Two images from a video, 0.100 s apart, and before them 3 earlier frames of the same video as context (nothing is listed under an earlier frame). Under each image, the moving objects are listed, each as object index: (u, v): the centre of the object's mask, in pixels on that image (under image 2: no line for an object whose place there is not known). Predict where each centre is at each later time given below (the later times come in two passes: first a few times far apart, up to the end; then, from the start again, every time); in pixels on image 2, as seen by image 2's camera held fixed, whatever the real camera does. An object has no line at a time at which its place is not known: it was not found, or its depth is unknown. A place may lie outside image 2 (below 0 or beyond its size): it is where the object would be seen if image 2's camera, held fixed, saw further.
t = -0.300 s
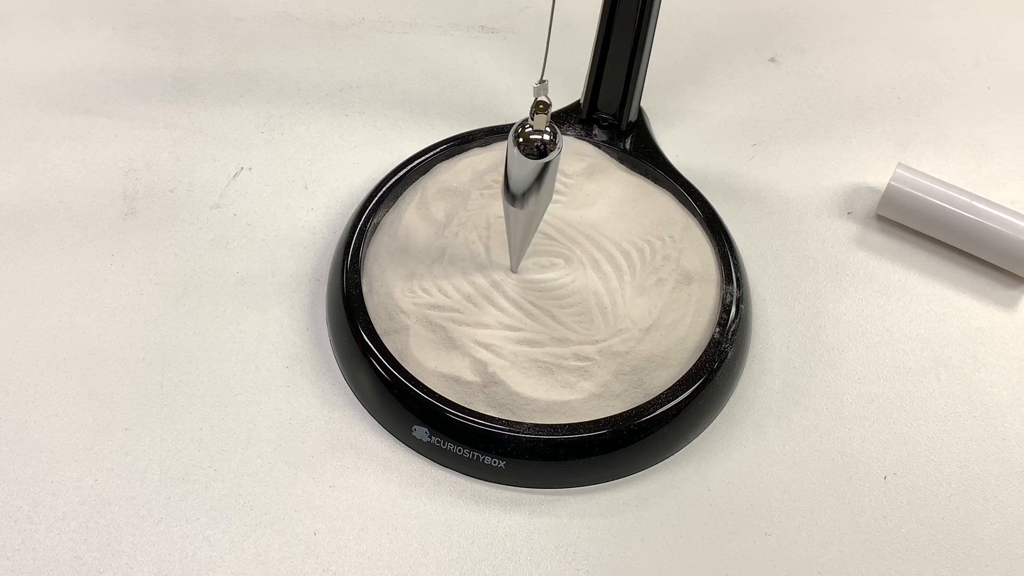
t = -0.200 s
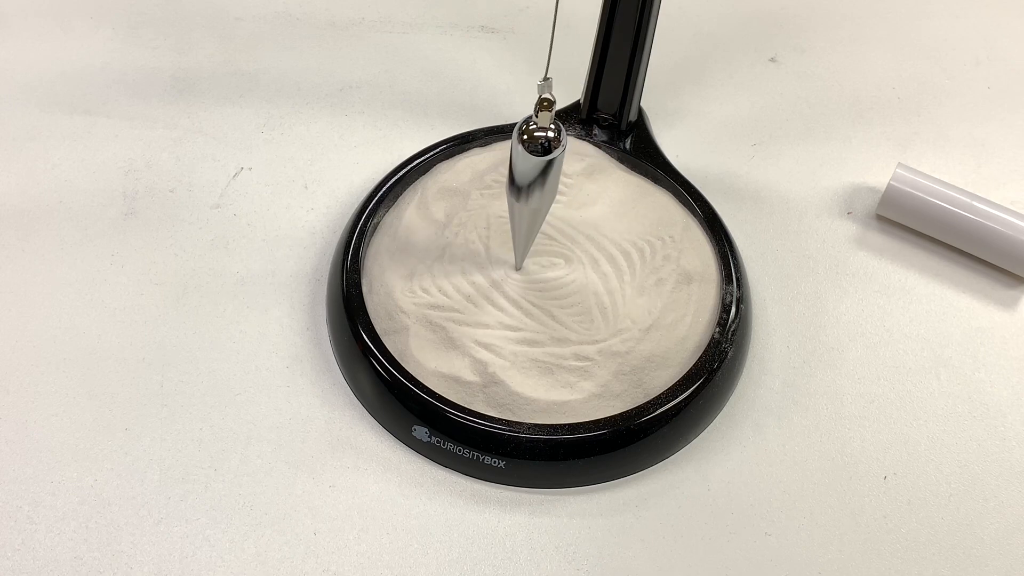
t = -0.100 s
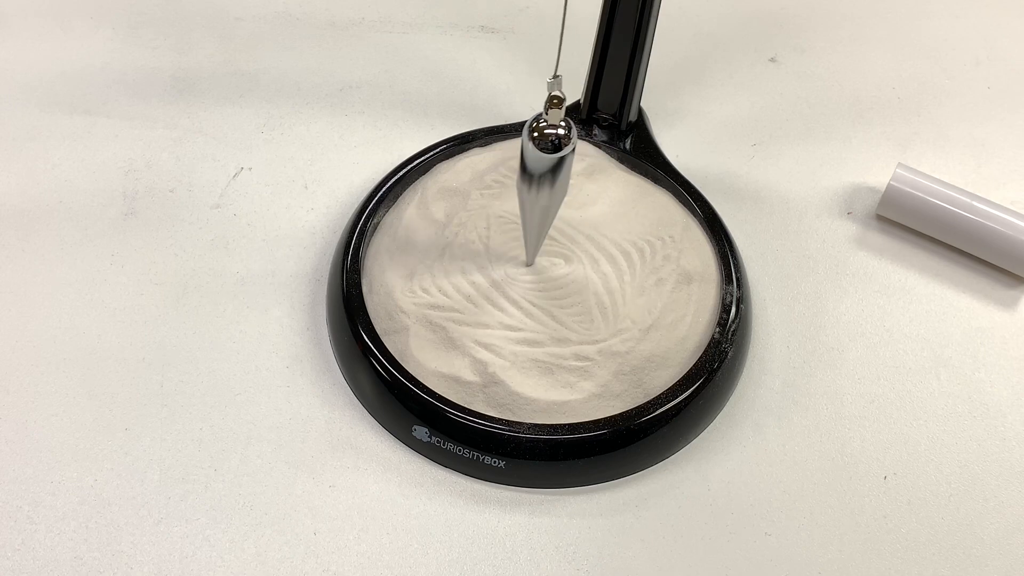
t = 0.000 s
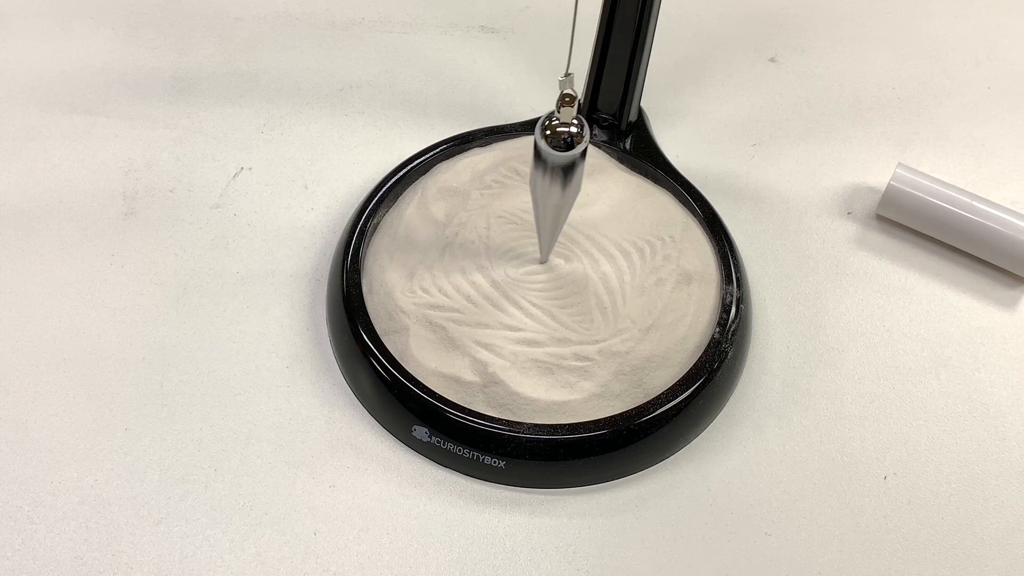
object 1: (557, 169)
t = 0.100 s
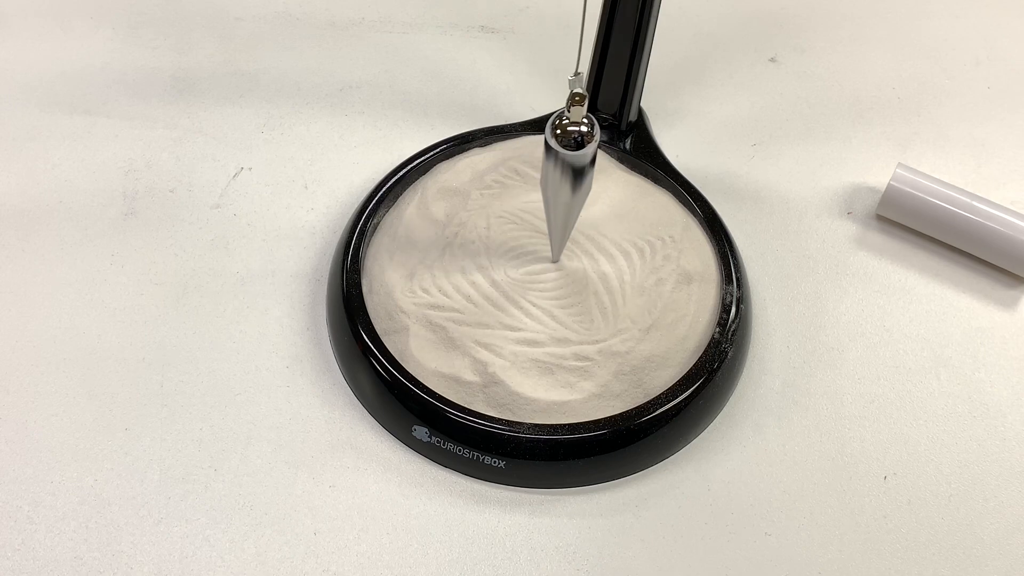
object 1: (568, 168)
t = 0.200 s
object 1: (572, 169)
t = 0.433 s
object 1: (558, 173)
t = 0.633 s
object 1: (538, 177)
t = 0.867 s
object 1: (541, 176)
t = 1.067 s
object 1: (560, 172)
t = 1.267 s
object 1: (568, 170)
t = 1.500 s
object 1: (553, 172)
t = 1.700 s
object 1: (540, 175)
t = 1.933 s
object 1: (546, 176)
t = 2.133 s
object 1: (560, 173)
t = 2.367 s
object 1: (562, 171)
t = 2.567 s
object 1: (550, 172)
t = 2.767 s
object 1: (542, 175)
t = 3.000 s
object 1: (550, 175)
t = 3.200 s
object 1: (560, 173)
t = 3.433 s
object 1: (558, 171)
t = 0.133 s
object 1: (570, 168)
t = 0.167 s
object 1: (572, 168)
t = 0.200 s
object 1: (572, 169)
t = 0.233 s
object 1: (572, 169)
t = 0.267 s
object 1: (571, 170)
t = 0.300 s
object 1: (570, 171)
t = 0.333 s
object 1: (567, 171)
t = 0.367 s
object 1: (565, 172)
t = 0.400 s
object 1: (561, 173)
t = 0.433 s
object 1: (558, 173)
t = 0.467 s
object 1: (554, 174)
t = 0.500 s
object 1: (550, 175)
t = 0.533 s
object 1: (547, 175)
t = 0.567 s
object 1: (543, 176)
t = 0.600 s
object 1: (541, 176)
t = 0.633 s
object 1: (538, 177)
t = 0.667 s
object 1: (536, 177)
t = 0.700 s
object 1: (535, 177)
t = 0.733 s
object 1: (535, 177)
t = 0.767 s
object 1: (535, 177)
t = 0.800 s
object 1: (537, 177)
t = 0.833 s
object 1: (538, 176)
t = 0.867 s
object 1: (541, 176)
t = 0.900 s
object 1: (544, 175)
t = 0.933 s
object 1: (547, 175)
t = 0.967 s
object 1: (550, 174)
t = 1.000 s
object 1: (553, 173)
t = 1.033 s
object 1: (556, 173)
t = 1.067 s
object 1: (560, 172)
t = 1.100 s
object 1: (562, 172)
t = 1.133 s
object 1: (565, 171)
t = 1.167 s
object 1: (566, 171)
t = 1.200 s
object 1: (567, 170)
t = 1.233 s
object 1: (568, 170)
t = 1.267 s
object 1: (568, 170)
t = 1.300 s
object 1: (567, 170)
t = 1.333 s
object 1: (565, 170)
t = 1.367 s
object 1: (564, 170)
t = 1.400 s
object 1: (561, 171)
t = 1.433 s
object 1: (559, 171)
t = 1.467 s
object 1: (556, 172)
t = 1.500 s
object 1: (553, 172)
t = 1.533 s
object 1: (550, 173)
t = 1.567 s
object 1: (547, 173)
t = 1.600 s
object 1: (545, 174)
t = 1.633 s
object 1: (543, 174)
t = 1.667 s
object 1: (541, 175)
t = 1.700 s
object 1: (540, 175)
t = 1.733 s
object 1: (539, 175)
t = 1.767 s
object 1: (539, 176)
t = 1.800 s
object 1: (539, 176)
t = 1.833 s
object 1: (541, 176)
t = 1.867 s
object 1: (542, 176)
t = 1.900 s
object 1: (544, 176)
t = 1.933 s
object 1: (546, 176)
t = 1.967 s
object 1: (548, 175)
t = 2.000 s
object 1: (551, 175)
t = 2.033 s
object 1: (554, 174)
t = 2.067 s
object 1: (556, 174)
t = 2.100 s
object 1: (558, 174)
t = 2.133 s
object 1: (560, 173)
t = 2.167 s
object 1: (562, 172)
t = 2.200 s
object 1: (563, 172)
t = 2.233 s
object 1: (564, 171)
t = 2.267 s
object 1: (564, 171)
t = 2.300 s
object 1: (564, 171)
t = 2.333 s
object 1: (563, 171)
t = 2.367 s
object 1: (562, 171)
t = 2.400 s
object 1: (561, 171)
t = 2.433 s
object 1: (559, 171)
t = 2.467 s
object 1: (557, 171)
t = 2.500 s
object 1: (555, 171)
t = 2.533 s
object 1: (552, 172)
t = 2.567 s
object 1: (550, 172)
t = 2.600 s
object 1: (548, 173)
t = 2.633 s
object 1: (546, 173)
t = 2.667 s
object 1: (545, 173)
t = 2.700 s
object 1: (543, 174)
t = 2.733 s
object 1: (543, 174)
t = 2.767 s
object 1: (542, 175)
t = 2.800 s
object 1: (542, 175)
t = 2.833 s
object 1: (543, 175)
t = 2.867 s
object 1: (544, 175)
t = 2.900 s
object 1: (545, 176)
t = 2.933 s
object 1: (546, 175)
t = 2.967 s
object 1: (548, 175)
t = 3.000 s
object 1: (550, 175)
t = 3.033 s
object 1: (552, 175)
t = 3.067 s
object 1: (554, 175)
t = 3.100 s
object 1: (556, 175)
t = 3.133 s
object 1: (557, 174)
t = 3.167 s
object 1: (559, 173)
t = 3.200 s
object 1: (560, 173)
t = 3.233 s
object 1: (561, 173)
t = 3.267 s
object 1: (561, 172)
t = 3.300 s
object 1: (561, 172)
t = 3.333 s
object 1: (561, 172)
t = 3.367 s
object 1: (560, 171)
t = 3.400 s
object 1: (559, 171)
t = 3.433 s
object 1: (558, 171)
